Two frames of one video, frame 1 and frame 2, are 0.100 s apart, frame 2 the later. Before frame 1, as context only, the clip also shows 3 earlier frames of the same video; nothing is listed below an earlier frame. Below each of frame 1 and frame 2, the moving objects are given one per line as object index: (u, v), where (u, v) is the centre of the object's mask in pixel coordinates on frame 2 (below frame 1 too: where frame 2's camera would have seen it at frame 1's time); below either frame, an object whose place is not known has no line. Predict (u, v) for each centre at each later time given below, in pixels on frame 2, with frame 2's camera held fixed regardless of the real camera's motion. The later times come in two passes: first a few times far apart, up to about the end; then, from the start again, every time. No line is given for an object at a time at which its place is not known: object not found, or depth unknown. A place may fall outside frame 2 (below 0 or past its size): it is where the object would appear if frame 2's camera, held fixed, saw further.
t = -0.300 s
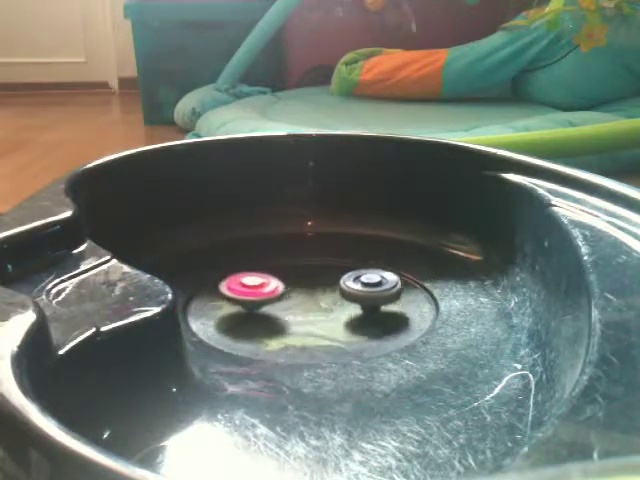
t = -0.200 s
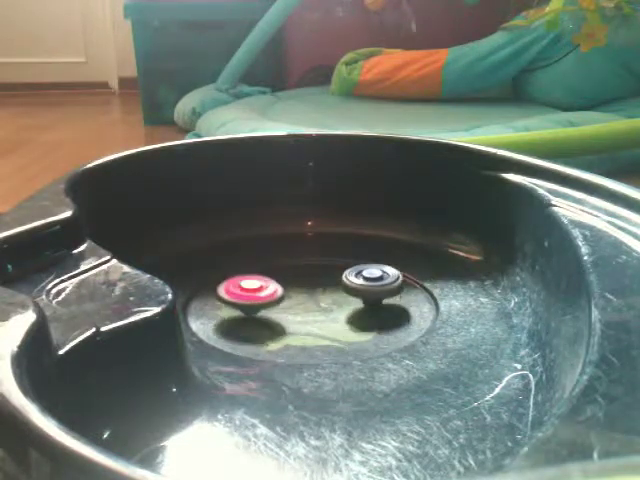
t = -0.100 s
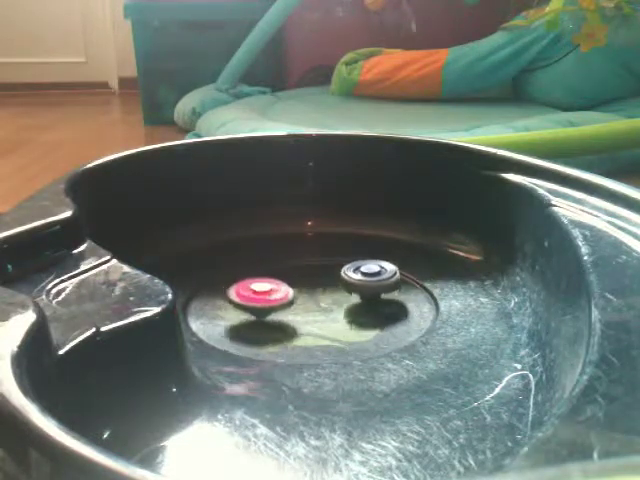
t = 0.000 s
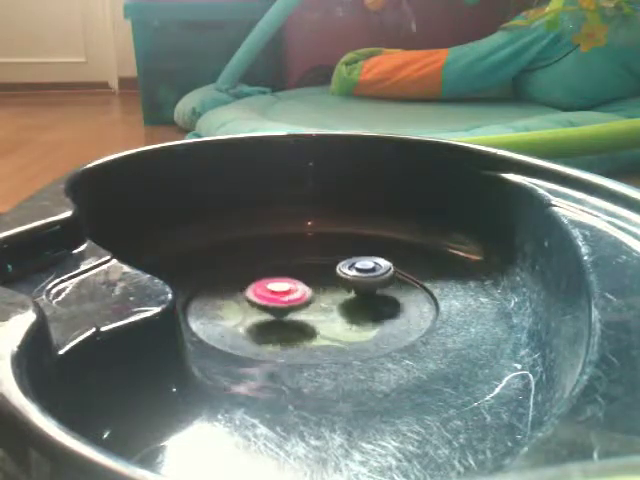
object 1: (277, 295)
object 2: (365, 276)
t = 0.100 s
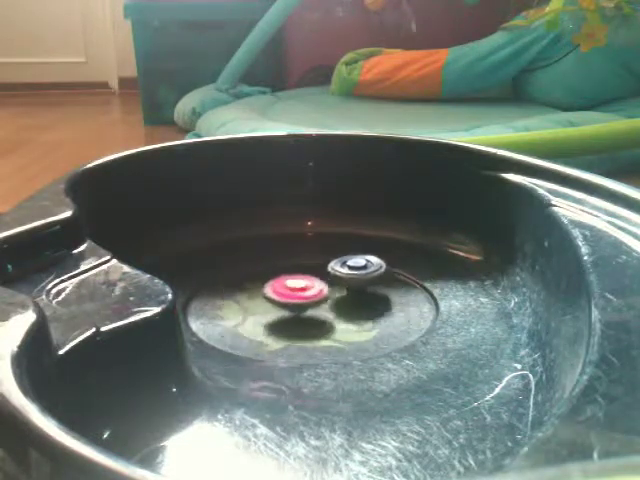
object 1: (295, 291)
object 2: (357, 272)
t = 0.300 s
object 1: (279, 292)
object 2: (360, 264)
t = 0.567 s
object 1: (282, 296)
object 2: (335, 265)
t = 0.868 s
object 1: (300, 303)
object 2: (316, 268)
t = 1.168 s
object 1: (334, 307)
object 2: (293, 276)
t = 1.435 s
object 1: (359, 303)
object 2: (273, 280)
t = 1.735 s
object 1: (339, 293)
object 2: (255, 289)
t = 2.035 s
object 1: (323, 292)
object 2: (256, 298)
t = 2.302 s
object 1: (344, 285)
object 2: (249, 304)
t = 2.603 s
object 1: (335, 274)
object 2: (274, 305)
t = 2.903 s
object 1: (325, 273)
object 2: (291, 305)
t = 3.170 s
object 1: (331, 269)
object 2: (307, 306)
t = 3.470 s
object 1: (322, 269)
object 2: (326, 304)
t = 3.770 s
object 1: (314, 272)
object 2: (330, 303)
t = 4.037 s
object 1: (298, 271)
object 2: (345, 306)
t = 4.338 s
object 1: (292, 282)
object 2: (343, 305)
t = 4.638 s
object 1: (278, 272)
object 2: (356, 312)
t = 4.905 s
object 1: (268, 271)
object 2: (343, 305)
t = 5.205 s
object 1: (285, 276)
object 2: (324, 302)
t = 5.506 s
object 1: (290, 268)
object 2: (313, 301)
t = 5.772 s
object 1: (293, 266)
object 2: (307, 307)
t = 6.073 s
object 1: (302, 255)
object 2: (318, 311)
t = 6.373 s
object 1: (308, 268)
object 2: (320, 305)
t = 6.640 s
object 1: (288, 268)
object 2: (318, 300)
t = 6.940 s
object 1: (282, 265)
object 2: (319, 294)
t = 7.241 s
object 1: (304, 261)
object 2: (309, 295)
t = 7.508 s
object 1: (316, 269)
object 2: (308, 302)
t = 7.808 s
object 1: (305, 278)
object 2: (303, 311)
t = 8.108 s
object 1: (285, 282)
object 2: (299, 314)
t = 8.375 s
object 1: (283, 276)
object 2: (311, 312)
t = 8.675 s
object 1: (302, 274)
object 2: (318, 304)
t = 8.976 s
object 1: (307, 275)
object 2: (329, 307)
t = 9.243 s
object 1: (310, 276)
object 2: (329, 306)
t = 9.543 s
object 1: (307, 272)
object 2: (321, 306)
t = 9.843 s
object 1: (312, 272)
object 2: (312, 305)
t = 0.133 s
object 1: (300, 290)
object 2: (353, 271)
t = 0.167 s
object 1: (298, 289)
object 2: (354, 269)
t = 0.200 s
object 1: (291, 290)
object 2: (361, 269)
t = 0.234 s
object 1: (286, 291)
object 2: (362, 265)
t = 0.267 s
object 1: (282, 291)
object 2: (363, 266)
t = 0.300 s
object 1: (279, 292)
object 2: (360, 264)
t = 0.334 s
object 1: (277, 293)
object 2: (357, 264)
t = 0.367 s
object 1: (275, 294)
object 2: (353, 264)
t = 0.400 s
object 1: (274, 294)
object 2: (350, 264)
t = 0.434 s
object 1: (275, 295)
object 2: (348, 264)
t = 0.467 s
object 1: (275, 296)
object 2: (344, 264)
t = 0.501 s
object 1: (277, 296)
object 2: (341, 263)
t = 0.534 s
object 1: (280, 296)
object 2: (338, 264)
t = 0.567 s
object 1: (282, 296)
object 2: (335, 265)
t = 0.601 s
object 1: (286, 296)
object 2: (332, 266)
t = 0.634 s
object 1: (290, 296)
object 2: (328, 267)
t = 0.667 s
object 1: (294, 295)
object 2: (326, 267)
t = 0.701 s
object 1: (296, 295)
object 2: (322, 266)
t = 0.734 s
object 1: (298, 297)
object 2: (321, 266)
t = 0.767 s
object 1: (296, 298)
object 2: (321, 266)
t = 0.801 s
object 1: (297, 300)
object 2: (321, 267)
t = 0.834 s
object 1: (297, 302)
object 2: (318, 266)
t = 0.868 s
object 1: (300, 303)
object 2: (316, 268)
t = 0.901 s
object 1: (302, 304)
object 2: (313, 268)
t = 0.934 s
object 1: (304, 305)
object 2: (311, 269)
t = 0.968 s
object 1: (307, 305)
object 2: (308, 268)
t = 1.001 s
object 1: (311, 306)
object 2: (306, 269)
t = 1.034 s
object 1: (313, 306)
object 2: (303, 270)
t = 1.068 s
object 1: (319, 305)
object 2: (302, 272)
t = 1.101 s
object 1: (321, 304)
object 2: (300, 273)
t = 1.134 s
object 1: (328, 305)
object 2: (296, 275)
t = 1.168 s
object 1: (334, 307)
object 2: (293, 276)
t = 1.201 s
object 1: (339, 308)
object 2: (290, 274)
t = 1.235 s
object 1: (343, 308)
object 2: (287, 274)
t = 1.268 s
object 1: (347, 308)
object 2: (284, 275)
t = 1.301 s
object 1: (352, 308)
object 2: (282, 276)
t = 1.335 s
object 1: (355, 307)
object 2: (280, 277)
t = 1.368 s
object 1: (358, 306)
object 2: (277, 278)
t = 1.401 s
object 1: (360, 305)
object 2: (275, 279)
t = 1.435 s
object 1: (359, 303)
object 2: (273, 280)
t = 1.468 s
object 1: (357, 301)
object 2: (272, 281)
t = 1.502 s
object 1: (355, 299)
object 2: (271, 283)
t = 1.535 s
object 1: (351, 298)
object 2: (271, 284)
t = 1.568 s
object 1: (345, 296)
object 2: (270, 285)
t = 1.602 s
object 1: (340, 295)
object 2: (270, 286)
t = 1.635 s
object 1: (334, 294)
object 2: (270, 287)
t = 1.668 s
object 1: (336, 293)
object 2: (265, 287)
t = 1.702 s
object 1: (338, 293)
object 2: (258, 288)
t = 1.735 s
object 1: (339, 293)
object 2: (255, 289)
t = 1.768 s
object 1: (338, 293)
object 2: (253, 289)
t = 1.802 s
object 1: (337, 293)
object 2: (252, 290)
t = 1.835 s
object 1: (336, 292)
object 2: (252, 292)
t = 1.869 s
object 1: (334, 292)
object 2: (252, 293)
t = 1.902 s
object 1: (332, 292)
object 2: (252, 294)
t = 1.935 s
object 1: (329, 292)
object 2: (253, 295)
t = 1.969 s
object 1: (326, 292)
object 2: (254, 296)
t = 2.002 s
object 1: (323, 292)
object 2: (255, 297)
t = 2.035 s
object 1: (323, 292)
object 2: (256, 298)
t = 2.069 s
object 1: (322, 292)
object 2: (256, 299)
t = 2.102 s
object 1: (324, 291)
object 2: (256, 300)
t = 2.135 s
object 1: (322, 291)
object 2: (258, 301)
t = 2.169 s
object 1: (324, 291)
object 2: (260, 301)
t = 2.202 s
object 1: (330, 289)
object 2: (255, 301)
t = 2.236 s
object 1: (337, 288)
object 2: (250, 303)
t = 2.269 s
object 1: (340, 286)
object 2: (249, 303)
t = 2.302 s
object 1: (344, 285)
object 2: (249, 304)
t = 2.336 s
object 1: (347, 283)
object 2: (251, 305)
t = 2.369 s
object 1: (349, 282)
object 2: (252, 305)
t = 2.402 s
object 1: (351, 280)
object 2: (254, 306)
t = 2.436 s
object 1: (351, 278)
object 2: (257, 306)
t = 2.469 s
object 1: (349, 275)
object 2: (261, 306)
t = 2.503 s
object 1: (347, 274)
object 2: (264, 306)
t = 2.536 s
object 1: (344, 274)
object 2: (267, 306)
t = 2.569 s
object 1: (340, 274)
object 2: (271, 306)
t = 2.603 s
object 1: (335, 274)
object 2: (274, 305)
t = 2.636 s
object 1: (331, 275)
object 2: (278, 304)
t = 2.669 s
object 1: (326, 276)
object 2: (282, 304)
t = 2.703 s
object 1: (323, 276)
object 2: (285, 303)
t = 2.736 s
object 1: (322, 276)
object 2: (286, 303)
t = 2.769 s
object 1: (323, 275)
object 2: (284, 304)
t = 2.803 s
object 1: (324, 275)
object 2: (283, 305)
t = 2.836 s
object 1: (324, 274)
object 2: (285, 305)
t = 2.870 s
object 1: (324, 274)
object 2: (287, 305)
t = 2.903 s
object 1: (325, 273)
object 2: (291, 305)
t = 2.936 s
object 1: (325, 272)
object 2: (294, 304)
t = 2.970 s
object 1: (325, 272)
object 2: (297, 304)
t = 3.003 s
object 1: (325, 273)
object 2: (301, 303)
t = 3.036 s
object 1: (325, 272)
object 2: (306, 306)
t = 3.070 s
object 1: (327, 272)
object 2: (305, 305)
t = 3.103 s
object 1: (330, 273)
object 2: (304, 306)
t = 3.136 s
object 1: (330, 270)
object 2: (305, 306)
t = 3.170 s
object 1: (331, 269)
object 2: (307, 306)
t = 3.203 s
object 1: (331, 268)
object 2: (309, 306)
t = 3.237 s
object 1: (329, 267)
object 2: (312, 306)
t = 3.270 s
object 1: (329, 267)
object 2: (314, 306)
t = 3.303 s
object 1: (328, 267)
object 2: (317, 305)
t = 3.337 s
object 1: (327, 266)
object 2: (319, 305)
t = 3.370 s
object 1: (326, 266)
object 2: (321, 304)
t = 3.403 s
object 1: (324, 267)
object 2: (323, 304)
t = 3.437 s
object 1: (323, 268)
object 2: (325, 304)
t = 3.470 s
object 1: (322, 269)
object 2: (326, 304)
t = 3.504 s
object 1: (321, 270)
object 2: (327, 304)
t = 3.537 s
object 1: (321, 270)
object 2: (328, 303)
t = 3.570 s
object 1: (320, 270)
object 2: (328, 303)
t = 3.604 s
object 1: (320, 270)
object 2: (329, 304)
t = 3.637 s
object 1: (319, 270)
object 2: (329, 302)
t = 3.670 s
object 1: (318, 271)
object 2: (329, 303)
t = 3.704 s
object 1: (317, 271)
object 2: (329, 303)
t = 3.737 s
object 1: (316, 271)
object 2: (329, 303)
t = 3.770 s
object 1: (314, 272)
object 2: (330, 303)
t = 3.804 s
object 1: (313, 273)
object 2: (335, 302)
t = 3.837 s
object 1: (312, 273)
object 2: (335, 302)
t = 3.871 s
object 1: (311, 273)
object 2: (336, 302)
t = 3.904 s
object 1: (309, 274)
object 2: (335, 304)
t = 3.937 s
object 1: (306, 273)
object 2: (340, 303)
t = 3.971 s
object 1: (304, 272)
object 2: (343, 305)
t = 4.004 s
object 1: (301, 271)
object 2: (344, 305)
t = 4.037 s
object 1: (298, 271)
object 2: (345, 306)
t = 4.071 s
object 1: (296, 271)
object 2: (346, 307)
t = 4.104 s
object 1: (293, 271)
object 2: (347, 307)
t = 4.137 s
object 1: (291, 272)
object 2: (347, 307)
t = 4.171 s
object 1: (289, 272)
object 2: (348, 307)
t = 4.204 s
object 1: (288, 274)
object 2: (347, 307)
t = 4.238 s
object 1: (288, 276)
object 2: (347, 306)
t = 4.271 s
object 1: (288, 278)
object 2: (346, 306)
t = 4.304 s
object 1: (289, 280)
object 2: (344, 306)
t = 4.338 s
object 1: (292, 282)
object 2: (343, 305)
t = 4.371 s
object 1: (293, 284)
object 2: (341, 305)
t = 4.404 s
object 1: (293, 284)
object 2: (341, 304)
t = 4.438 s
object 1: (294, 284)
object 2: (342, 305)
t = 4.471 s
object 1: (291, 282)
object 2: (347, 308)
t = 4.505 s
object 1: (288, 278)
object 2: (352, 310)
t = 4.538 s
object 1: (285, 277)
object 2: (354, 311)
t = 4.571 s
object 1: (283, 274)
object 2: (355, 311)
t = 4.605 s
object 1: (280, 273)
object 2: (356, 312)
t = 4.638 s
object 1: (278, 272)
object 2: (356, 312)
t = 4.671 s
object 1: (276, 271)
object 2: (356, 311)
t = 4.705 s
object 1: (273, 271)
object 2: (356, 311)
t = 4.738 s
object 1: (273, 270)
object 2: (355, 310)
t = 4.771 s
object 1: (271, 269)
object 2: (353, 309)
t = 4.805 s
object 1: (270, 269)
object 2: (351, 308)
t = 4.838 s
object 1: (268, 270)
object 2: (349, 308)
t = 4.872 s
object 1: (267, 271)
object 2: (346, 307)
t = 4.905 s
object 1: (268, 271)
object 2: (343, 305)
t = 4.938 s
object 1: (270, 273)
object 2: (340, 304)
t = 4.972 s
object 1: (272, 274)
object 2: (337, 303)
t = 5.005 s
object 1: (274, 275)
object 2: (334, 303)
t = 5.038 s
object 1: (276, 277)
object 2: (331, 302)
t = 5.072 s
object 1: (280, 279)
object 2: (327, 303)
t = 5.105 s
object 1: (281, 279)
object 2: (326, 303)
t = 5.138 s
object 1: (282, 278)
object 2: (325, 302)
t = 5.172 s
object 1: (283, 277)
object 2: (325, 301)
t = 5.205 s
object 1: (285, 276)
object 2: (324, 302)
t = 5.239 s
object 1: (286, 275)
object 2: (323, 302)
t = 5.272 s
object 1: (286, 275)
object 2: (320, 304)
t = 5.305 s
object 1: (287, 274)
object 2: (319, 303)
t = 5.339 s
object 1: (288, 273)
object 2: (319, 300)
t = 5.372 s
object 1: (288, 272)
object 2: (317, 302)
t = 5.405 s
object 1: (290, 270)
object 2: (317, 301)
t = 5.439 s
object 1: (290, 269)
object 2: (316, 301)
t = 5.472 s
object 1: (290, 268)
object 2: (315, 301)
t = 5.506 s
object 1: (290, 268)
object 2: (313, 301)
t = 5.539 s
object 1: (290, 267)
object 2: (312, 300)
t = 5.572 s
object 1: (290, 267)
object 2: (311, 300)
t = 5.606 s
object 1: (290, 267)
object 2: (309, 300)
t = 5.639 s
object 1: (290, 267)
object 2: (309, 297)
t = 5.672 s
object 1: (290, 267)
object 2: (307, 298)
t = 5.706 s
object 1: (292, 265)
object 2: (306, 302)
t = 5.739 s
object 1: (293, 263)
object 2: (307, 305)
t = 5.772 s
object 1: (293, 266)
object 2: (307, 307)
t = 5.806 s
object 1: (293, 257)
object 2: (308, 308)
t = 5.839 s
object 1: (292, 256)
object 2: (309, 309)
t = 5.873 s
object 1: (293, 255)
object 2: (310, 310)
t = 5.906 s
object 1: (294, 258)
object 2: (311, 311)
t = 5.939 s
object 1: (296, 254)
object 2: (313, 311)
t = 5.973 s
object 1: (295, 258)
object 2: (314, 311)
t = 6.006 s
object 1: (299, 254)
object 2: (315, 311)
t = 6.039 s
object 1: (301, 254)
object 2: (317, 311)
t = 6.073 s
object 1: (302, 255)
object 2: (318, 311)
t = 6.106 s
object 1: (303, 256)
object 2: (319, 311)
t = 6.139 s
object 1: (306, 259)
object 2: (320, 310)
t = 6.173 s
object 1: (307, 260)
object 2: (321, 309)
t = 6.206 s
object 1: (309, 262)
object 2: (321, 308)
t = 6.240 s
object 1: (309, 263)
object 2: (321, 307)
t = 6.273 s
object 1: (309, 264)
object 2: (321, 307)
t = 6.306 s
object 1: (310, 265)
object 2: (321, 306)
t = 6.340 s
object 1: (309, 267)
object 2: (321, 304)
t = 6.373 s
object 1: (308, 268)
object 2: (320, 305)
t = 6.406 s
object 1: (306, 269)
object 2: (319, 305)
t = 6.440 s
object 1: (304, 271)
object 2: (319, 304)
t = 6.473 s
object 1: (302, 271)
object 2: (317, 302)
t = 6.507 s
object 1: (300, 270)
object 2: (317, 301)
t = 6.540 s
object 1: (296, 271)
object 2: (317, 301)
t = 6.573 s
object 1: (293, 271)
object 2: (317, 301)
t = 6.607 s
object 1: (291, 271)
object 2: (317, 300)
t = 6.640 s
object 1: (288, 268)
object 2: (318, 300)
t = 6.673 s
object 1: (285, 270)
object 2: (320, 298)
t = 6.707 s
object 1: (283, 272)
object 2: (320, 298)
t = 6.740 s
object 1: (280, 271)
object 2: (321, 297)
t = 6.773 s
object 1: (281, 270)
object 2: (321, 298)
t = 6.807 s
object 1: (280, 268)
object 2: (321, 296)
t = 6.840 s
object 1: (280, 266)
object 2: (320, 296)
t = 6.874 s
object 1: (281, 264)
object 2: (320, 295)
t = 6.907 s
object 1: (281, 264)
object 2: (319, 295)
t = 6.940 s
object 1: (282, 265)
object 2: (319, 294)
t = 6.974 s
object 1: (284, 264)
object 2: (318, 294)
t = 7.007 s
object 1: (287, 261)
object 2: (317, 293)
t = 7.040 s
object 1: (288, 262)
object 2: (316, 292)
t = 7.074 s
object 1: (291, 262)
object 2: (315, 293)
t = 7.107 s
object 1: (293, 261)
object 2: (313, 293)
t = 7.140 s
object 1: (295, 261)
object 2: (312, 292)
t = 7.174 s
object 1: (298, 261)
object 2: (311, 293)
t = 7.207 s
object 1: (302, 261)
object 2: (310, 294)
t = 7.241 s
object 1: (304, 261)
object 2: (309, 295)
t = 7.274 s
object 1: (305, 262)
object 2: (309, 296)
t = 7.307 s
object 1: (307, 263)
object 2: (309, 296)
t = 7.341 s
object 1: (311, 263)
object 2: (308, 297)
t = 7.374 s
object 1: (313, 265)
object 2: (307, 298)
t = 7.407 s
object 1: (315, 266)
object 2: (307, 299)
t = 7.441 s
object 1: (316, 267)
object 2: (307, 301)
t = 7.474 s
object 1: (314, 268)
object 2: (307, 301)
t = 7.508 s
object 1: (316, 269)
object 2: (308, 302)
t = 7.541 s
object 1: (317, 271)
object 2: (307, 304)
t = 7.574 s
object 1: (316, 272)
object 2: (304, 303)
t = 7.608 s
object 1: (315, 273)
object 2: (306, 306)
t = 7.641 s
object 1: (313, 274)
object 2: (303, 305)
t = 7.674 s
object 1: (313, 275)
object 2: (303, 305)
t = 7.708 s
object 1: (312, 276)
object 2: (305, 308)
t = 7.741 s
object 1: (309, 277)
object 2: (304, 309)
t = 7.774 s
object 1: (308, 278)
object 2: (304, 310)
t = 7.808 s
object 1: (305, 278)
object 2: (303, 311)
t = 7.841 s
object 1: (304, 279)
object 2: (303, 312)
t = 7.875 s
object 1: (301, 279)
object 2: (302, 312)
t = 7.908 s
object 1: (298, 280)
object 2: (302, 313)
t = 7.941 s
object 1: (297, 280)
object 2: (302, 313)
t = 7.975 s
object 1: (293, 280)
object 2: (301, 314)
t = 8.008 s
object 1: (290, 281)
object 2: (299, 314)
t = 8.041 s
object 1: (288, 281)
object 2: (299, 314)
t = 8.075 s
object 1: (287, 282)
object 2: (299, 314)
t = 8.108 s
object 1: (285, 282)
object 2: (299, 314)
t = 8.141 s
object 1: (283, 283)
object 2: (299, 314)
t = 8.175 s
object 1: (283, 281)
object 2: (305, 312)
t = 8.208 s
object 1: (283, 280)
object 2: (307, 312)
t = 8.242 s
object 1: (283, 279)
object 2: (307, 312)
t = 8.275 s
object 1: (283, 278)
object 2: (309, 312)
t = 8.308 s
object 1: (284, 277)
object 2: (311, 311)
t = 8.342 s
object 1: (284, 276)
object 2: (311, 311)
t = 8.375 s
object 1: (283, 276)
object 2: (311, 312)
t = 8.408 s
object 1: (285, 276)
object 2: (311, 309)
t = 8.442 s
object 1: (290, 275)
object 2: (312, 308)
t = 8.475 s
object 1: (292, 274)
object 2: (313, 309)
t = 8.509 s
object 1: (293, 274)
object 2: (313, 308)
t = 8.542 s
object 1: (293, 275)
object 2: (314, 307)
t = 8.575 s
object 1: (297, 274)
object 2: (315, 306)
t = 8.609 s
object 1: (298, 274)
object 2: (316, 306)
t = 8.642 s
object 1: (297, 276)
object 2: (316, 306)
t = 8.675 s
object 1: (302, 274)
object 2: (318, 304)
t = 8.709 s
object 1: (304, 274)
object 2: (318, 306)
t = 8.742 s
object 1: (305, 273)
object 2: (319, 307)
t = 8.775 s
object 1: (305, 272)
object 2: (323, 306)
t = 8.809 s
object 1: (307, 272)
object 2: (323, 307)
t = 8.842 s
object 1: (306, 273)
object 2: (326, 307)
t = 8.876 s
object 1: (306, 273)
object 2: (328, 307)
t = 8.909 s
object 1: (305, 274)
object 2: (329, 307)
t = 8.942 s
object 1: (306, 275)
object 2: (329, 307)
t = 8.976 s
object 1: (307, 275)
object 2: (329, 307)
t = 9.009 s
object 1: (308, 275)
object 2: (329, 307)
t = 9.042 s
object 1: (309, 276)
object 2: (330, 307)
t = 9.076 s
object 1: (309, 276)
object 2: (330, 307)
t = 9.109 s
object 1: (311, 275)
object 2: (330, 307)
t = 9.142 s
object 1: (310, 275)
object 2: (330, 307)
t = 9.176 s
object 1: (310, 275)
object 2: (330, 307)
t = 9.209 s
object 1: (309, 276)
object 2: (329, 306)
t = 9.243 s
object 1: (310, 276)
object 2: (329, 306)
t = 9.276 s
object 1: (310, 275)
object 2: (328, 306)
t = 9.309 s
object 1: (310, 274)
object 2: (328, 306)
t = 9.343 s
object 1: (310, 273)
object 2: (327, 306)
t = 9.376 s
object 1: (309, 273)
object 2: (327, 306)
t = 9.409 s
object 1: (310, 273)
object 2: (327, 306)
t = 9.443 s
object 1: (309, 272)
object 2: (326, 306)
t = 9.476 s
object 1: (309, 272)
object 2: (325, 306)
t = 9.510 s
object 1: (308, 273)
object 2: (322, 306)
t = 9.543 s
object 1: (307, 272)
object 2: (321, 306)
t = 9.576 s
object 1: (310, 273)
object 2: (320, 305)
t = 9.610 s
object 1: (309, 273)
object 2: (321, 306)
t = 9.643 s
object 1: (311, 272)
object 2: (319, 306)
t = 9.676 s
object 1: (311, 272)
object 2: (317, 305)
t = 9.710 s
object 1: (311, 272)
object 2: (316, 306)
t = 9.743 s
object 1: (311, 272)
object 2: (315, 305)
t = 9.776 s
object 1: (310, 272)
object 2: (314, 306)
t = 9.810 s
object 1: (311, 272)
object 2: (313, 305)
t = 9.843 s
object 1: (312, 272)
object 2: (312, 305)
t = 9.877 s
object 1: (312, 272)
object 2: (311, 305)
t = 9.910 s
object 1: (315, 272)
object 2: (310, 304)
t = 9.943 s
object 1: (315, 271)
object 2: (308, 305)
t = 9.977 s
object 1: (316, 272)
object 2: (304, 305)
